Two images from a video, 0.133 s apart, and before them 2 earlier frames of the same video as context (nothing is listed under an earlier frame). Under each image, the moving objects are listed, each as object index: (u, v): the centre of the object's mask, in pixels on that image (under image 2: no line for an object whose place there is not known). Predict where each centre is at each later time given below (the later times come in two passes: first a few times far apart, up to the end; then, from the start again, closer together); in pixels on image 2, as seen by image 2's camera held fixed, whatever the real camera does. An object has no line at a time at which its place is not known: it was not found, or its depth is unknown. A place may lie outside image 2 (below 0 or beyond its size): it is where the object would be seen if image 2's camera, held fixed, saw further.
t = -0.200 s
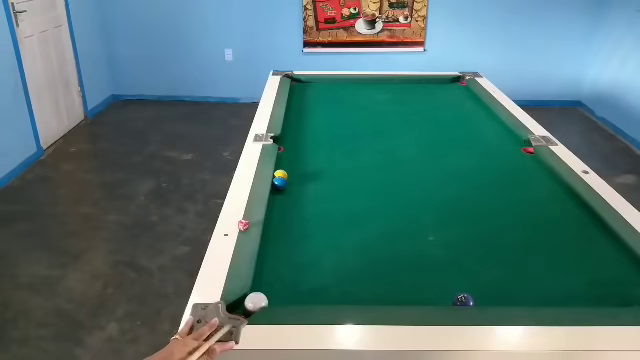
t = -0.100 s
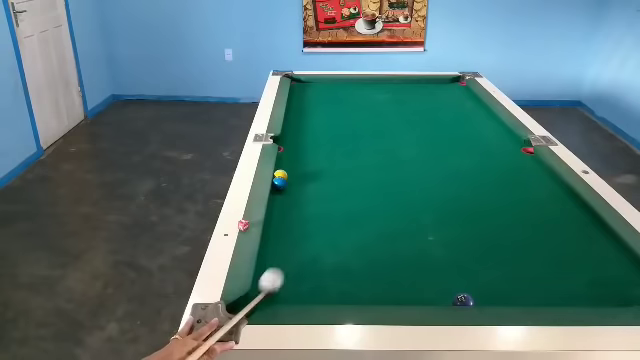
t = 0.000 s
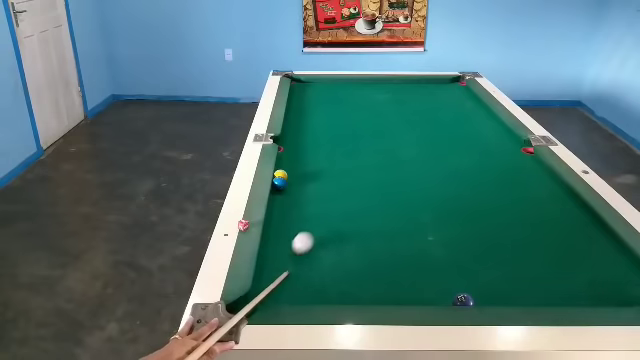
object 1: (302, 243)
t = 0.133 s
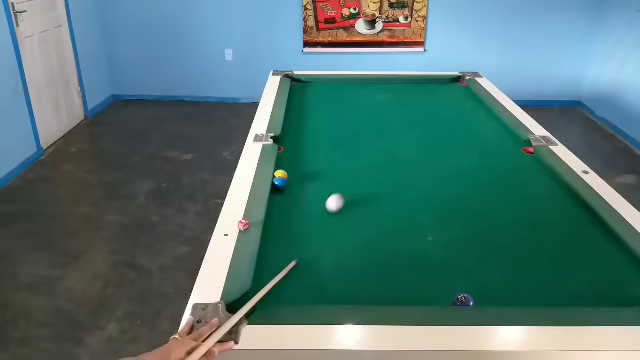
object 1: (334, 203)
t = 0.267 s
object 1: (359, 172)
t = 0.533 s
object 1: (393, 128)
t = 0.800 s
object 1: (416, 99)
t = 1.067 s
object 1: (436, 83)
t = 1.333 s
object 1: (470, 98)
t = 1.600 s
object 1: (477, 111)
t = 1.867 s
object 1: (475, 126)
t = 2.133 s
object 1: (472, 142)
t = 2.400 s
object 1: (470, 159)
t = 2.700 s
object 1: (467, 181)
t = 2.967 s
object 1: (465, 202)
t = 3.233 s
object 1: (462, 225)
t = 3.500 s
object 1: (459, 249)
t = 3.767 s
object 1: (456, 276)
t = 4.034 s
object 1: (444, 285)
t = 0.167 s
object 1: (341, 195)
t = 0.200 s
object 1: (347, 187)
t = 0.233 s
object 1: (353, 179)
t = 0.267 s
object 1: (359, 172)
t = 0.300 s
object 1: (364, 165)
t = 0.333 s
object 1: (369, 159)
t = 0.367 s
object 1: (373, 153)
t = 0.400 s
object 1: (377, 148)
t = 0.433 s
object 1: (382, 142)
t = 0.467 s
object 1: (385, 137)
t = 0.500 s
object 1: (389, 133)
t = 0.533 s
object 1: (393, 128)
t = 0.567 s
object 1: (396, 124)
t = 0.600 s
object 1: (399, 120)
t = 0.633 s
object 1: (403, 116)
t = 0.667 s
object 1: (405, 112)
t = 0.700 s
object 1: (408, 108)
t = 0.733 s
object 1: (411, 105)
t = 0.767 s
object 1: (414, 102)
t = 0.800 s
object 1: (416, 99)
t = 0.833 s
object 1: (418, 96)
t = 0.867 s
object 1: (421, 93)
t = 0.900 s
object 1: (423, 90)
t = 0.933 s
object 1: (425, 87)
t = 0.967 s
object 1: (427, 84)
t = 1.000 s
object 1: (429, 82)
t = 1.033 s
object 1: (432, 81)
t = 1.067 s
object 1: (436, 83)
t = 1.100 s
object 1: (440, 85)
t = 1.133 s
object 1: (444, 87)
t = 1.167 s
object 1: (448, 89)
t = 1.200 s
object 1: (453, 90)
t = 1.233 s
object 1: (457, 93)
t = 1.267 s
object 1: (461, 94)
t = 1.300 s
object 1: (466, 96)
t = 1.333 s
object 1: (470, 98)
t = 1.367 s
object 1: (474, 100)
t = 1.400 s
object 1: (479, 102)
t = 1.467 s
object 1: (478, 105)
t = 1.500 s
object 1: (478, 107)
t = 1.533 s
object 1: (478, 108)
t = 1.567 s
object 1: (477, 110)
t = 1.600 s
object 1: (477, 111)
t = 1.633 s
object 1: (477, 113)
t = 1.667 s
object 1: (476, 115)
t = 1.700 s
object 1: (476, 117)
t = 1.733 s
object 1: (476, 119)
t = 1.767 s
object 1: (476, 120)
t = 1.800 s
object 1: (475, 122)
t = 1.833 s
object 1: (475, 124)
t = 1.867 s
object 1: (475, 126)
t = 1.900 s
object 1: (474, 128)
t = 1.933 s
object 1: (474, 130)
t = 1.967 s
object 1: (474, 132)
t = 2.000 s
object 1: (474, 134)
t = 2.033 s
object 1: (473, 136)
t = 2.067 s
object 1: (473, 137)
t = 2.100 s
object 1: (473, 140)
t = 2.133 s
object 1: (472, 142)
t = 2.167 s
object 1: (472, 144)
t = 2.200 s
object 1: (472, 146)
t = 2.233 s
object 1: (471, 148)
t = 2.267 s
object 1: (471, 150)
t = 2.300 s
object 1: (471, 152)
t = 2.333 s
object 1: (471, 155)
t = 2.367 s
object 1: (470, 157)
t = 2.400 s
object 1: (470, 159)
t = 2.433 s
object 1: (469, 161)
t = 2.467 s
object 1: (469, 164)
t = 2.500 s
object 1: (469, 166)
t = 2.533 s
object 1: (469, 168)
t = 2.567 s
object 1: (468, 171)
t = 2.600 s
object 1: (468, 173)
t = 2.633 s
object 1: (468, 176)
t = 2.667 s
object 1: (467, 178)
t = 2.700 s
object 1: (467, 181)
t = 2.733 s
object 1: (467, 183)
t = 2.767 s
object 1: (466, 186)
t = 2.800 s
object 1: (466, 188)
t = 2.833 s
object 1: (466, 191)
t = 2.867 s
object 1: (466, 194)
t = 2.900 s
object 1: (465, 196)
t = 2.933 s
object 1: (465, 199)
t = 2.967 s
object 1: (465, 202)
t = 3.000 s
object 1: (464, 204)
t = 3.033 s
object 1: (464, 207)
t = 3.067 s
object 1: (464, 210)
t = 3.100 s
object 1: (463, 213)
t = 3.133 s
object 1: (463, 216)
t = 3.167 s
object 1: (463, 219)
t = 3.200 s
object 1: (462, 221)
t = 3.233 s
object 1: (462, 225)
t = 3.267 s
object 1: (461, 227)
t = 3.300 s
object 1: (461, 231)
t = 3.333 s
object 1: (461, 234)
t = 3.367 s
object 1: (460, 237)
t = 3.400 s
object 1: (460, 240)
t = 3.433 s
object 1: (459, 243)
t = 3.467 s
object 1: (459, 246)
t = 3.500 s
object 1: (459, 249)
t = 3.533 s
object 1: (458, 252)
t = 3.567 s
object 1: (458, 256)
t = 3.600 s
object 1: (458, 259)
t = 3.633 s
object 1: (457, 262)
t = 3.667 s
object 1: (457, 266)
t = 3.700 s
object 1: (457, 269)
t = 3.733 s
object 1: (456, 273)
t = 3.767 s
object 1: (456, 276)
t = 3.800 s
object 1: (455, 279)
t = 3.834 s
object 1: (455, 283)
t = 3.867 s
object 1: (454, 286)
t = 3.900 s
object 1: (453, 288)
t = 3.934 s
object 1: (451, 286)
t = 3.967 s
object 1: (448, 286)
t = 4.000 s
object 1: (446, 285)
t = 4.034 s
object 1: (444, 285)
